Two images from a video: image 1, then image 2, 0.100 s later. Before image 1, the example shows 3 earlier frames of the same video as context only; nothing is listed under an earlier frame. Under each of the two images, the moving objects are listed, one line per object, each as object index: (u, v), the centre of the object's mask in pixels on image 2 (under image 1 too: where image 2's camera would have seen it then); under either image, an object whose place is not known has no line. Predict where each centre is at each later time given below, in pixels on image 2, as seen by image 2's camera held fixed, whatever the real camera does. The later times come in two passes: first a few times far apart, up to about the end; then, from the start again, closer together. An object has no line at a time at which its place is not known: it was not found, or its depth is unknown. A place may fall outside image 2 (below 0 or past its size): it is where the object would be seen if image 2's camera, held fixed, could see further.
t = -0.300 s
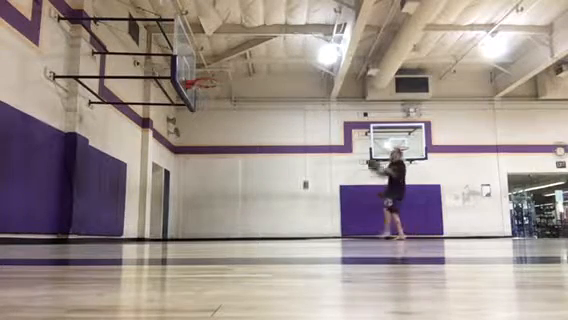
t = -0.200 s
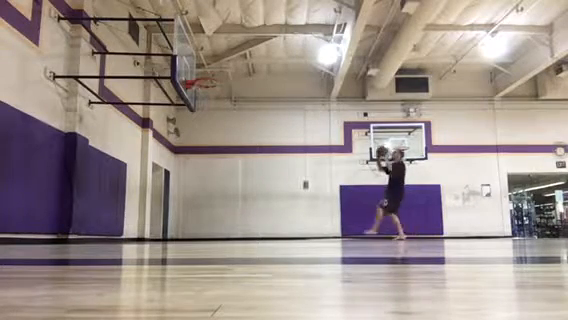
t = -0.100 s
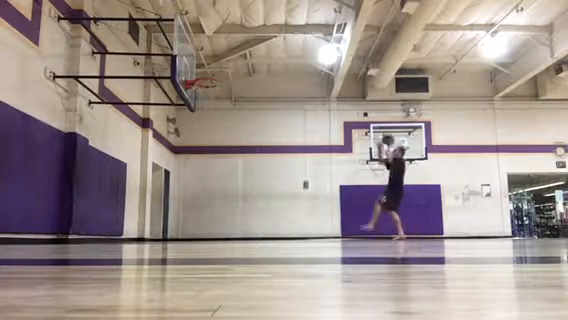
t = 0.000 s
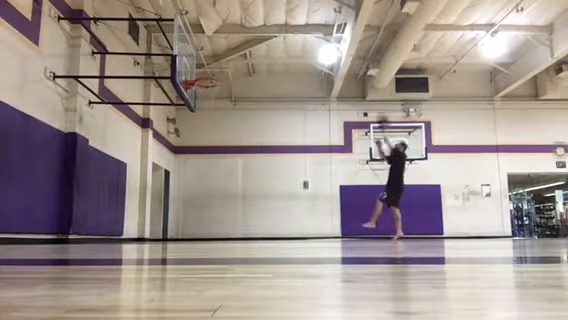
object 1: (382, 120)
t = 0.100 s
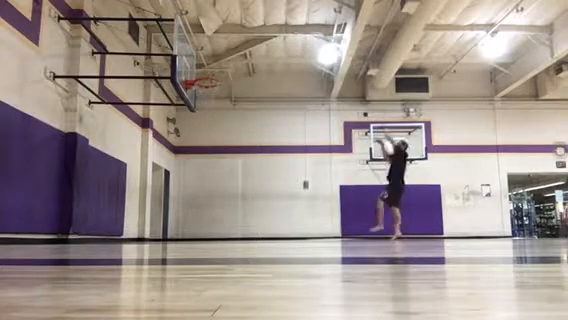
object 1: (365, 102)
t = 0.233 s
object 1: (338, 74)
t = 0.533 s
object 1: (281, 51)
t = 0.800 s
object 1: (231, 67)
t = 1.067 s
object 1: (202, 82)
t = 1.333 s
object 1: (218, 105)
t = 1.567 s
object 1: (223, 142)
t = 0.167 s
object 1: (349, 84)
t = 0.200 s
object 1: (342, 78)
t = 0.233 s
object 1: (338, 74)
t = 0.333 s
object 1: (316, 61)
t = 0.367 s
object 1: (311, 58)
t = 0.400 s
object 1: (306, 55)
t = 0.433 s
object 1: (299, 53)
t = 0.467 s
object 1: (293, 52)
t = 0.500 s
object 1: (287, 51)
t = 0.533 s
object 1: (281, 51)
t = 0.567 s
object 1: (275, 51)
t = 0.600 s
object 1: (269, 52)
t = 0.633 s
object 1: (262, 53)
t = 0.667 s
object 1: (256, 54)
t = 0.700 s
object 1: (250, 56)
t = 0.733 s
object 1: (243, 59)
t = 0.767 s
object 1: (239, 62)
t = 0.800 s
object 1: (231, 67)
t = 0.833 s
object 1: (225, 71)
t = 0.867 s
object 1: (218, 76)
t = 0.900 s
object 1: (212, 78)
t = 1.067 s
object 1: (202, 82)
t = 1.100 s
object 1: (209, 89)
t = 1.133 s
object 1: (210, 91)
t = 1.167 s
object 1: (212, 91)
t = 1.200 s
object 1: (213, 93)
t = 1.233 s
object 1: (216, 97)
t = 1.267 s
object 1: (216, 99)
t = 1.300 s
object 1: (217, 102)
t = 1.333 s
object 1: (218, 105)
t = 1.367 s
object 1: (219, 109)
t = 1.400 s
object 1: (220, 114)
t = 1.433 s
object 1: (221, 119)
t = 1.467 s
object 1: (222, 125)
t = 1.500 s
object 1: (222, 132)
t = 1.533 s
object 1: (223, 137)
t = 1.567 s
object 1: (223, 142)
